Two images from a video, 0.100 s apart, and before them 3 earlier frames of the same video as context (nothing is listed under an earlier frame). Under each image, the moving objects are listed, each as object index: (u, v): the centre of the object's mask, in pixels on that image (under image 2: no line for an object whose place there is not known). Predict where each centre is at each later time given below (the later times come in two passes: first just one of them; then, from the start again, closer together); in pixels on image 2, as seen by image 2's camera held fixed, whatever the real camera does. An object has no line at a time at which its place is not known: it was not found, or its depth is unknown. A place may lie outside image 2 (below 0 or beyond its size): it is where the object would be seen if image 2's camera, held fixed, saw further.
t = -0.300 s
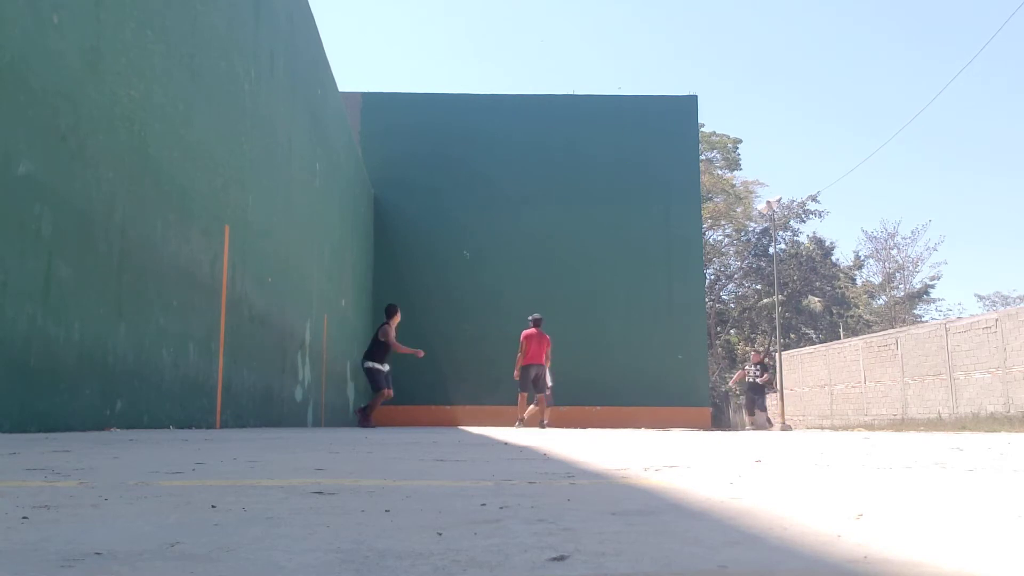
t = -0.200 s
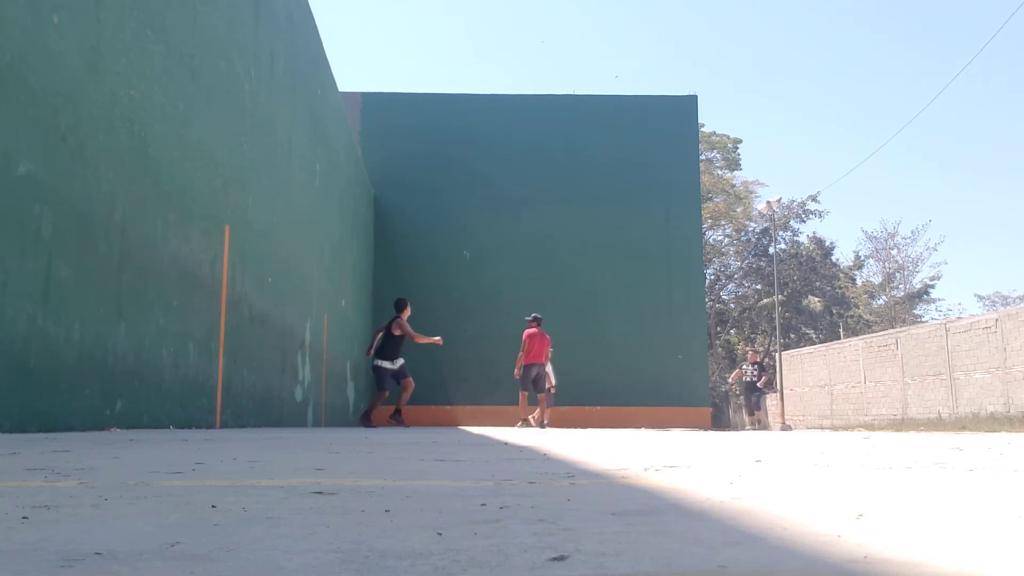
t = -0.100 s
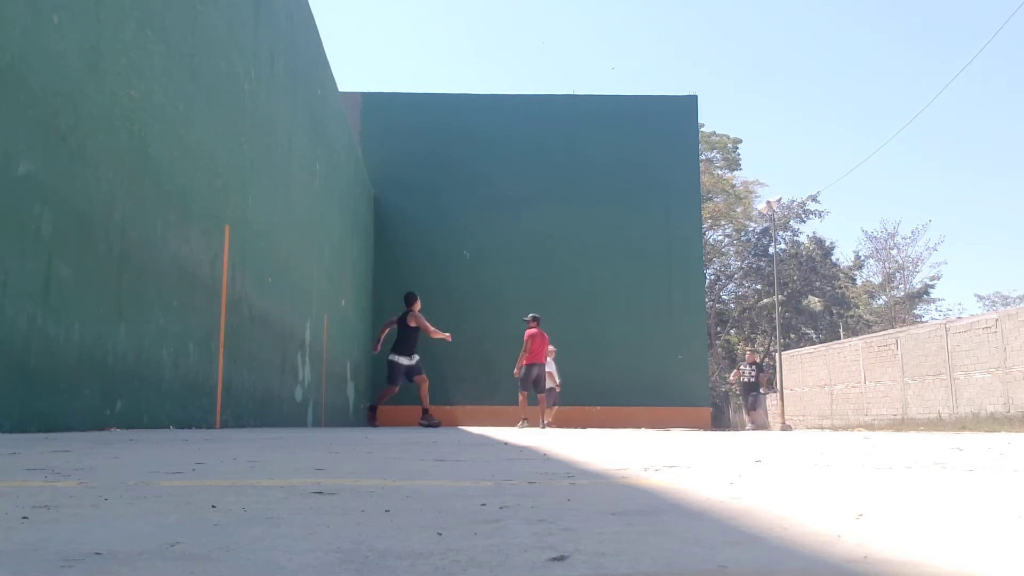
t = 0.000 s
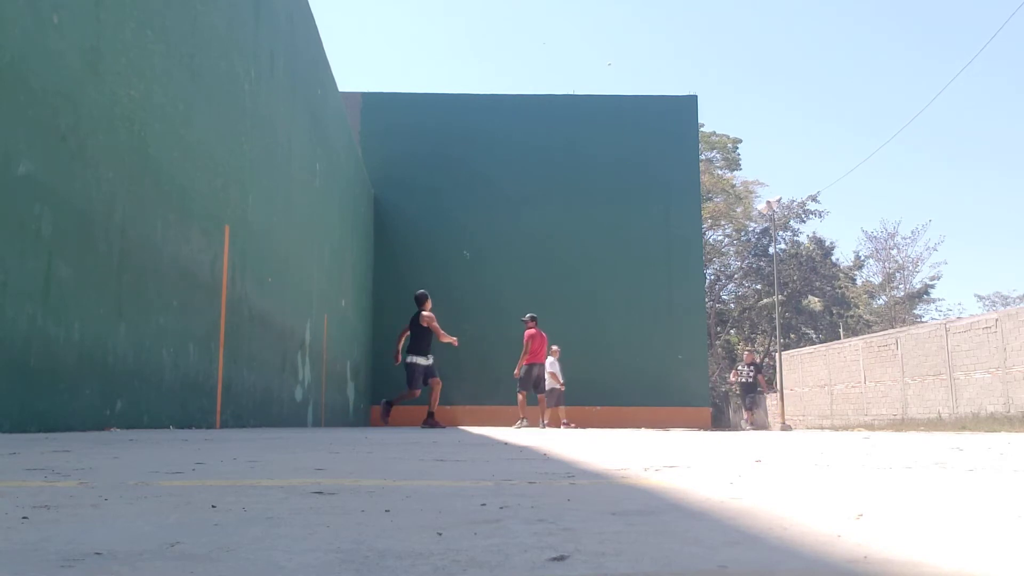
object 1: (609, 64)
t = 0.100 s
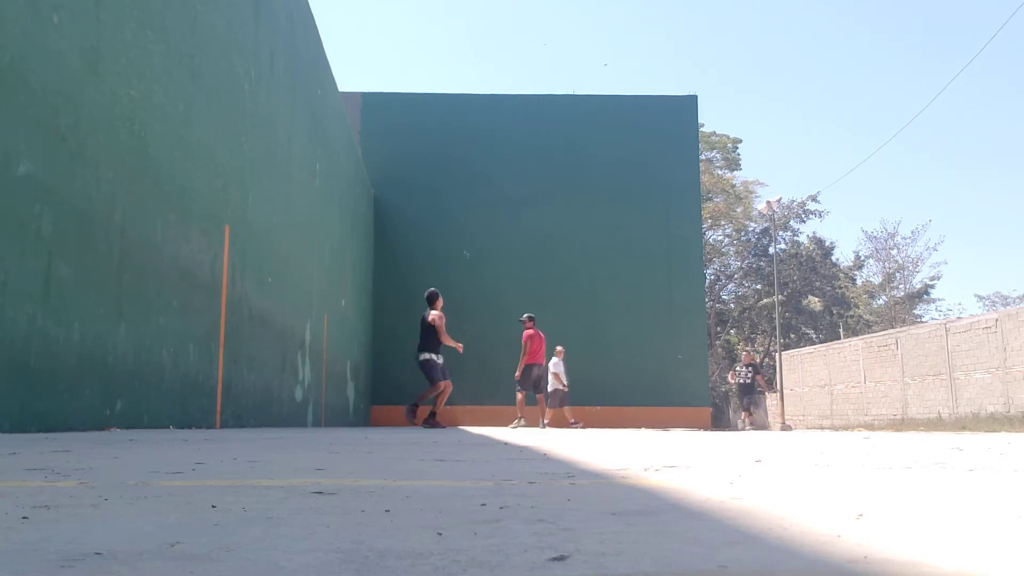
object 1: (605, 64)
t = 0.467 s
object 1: (587, 121)
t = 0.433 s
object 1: (590, 112)
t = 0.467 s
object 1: (587, 121)
